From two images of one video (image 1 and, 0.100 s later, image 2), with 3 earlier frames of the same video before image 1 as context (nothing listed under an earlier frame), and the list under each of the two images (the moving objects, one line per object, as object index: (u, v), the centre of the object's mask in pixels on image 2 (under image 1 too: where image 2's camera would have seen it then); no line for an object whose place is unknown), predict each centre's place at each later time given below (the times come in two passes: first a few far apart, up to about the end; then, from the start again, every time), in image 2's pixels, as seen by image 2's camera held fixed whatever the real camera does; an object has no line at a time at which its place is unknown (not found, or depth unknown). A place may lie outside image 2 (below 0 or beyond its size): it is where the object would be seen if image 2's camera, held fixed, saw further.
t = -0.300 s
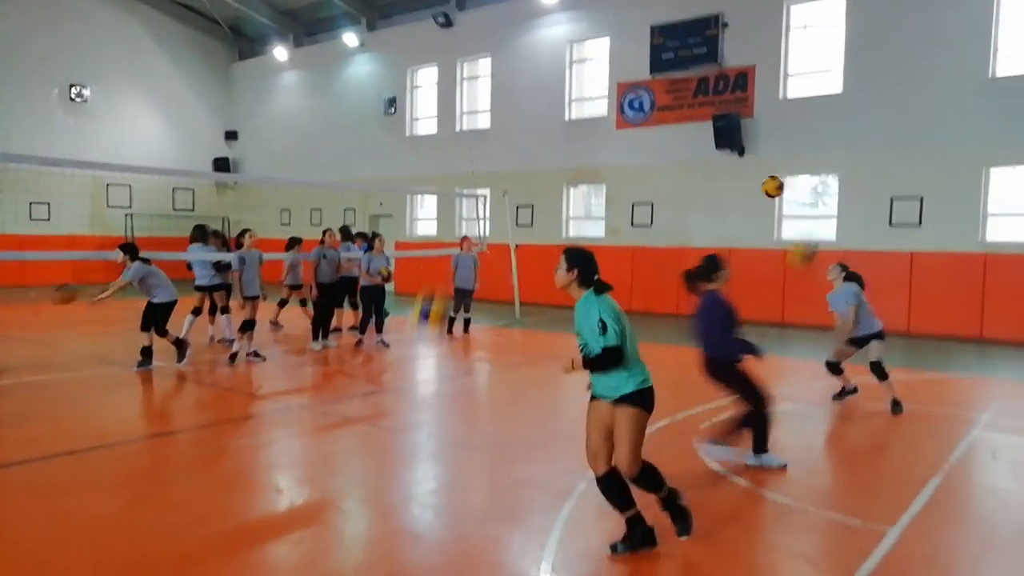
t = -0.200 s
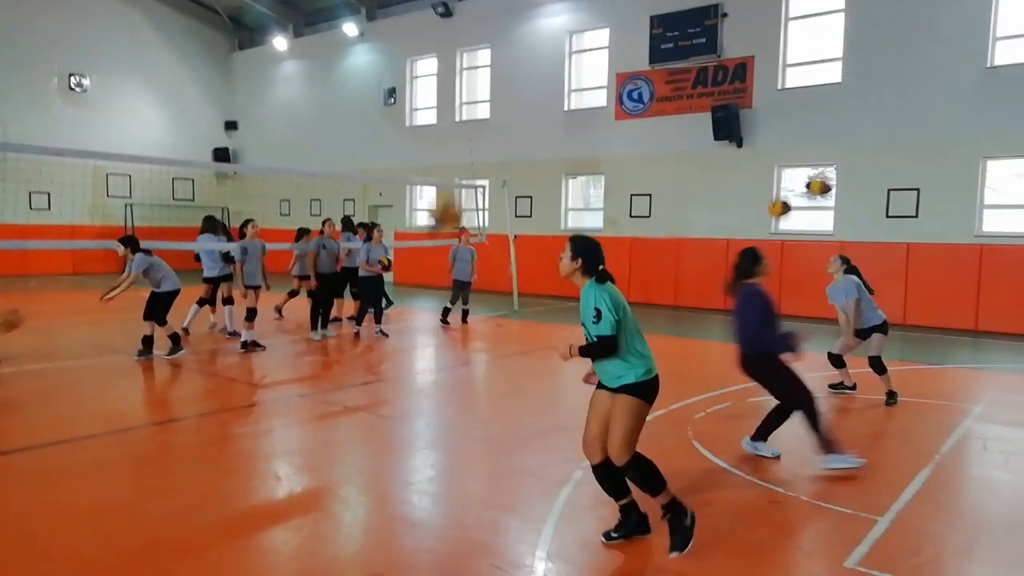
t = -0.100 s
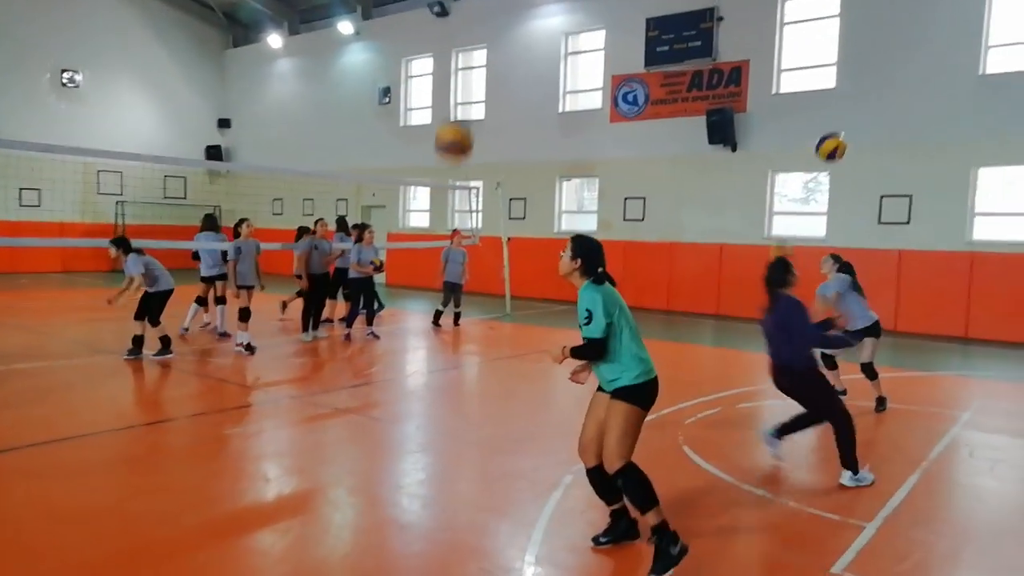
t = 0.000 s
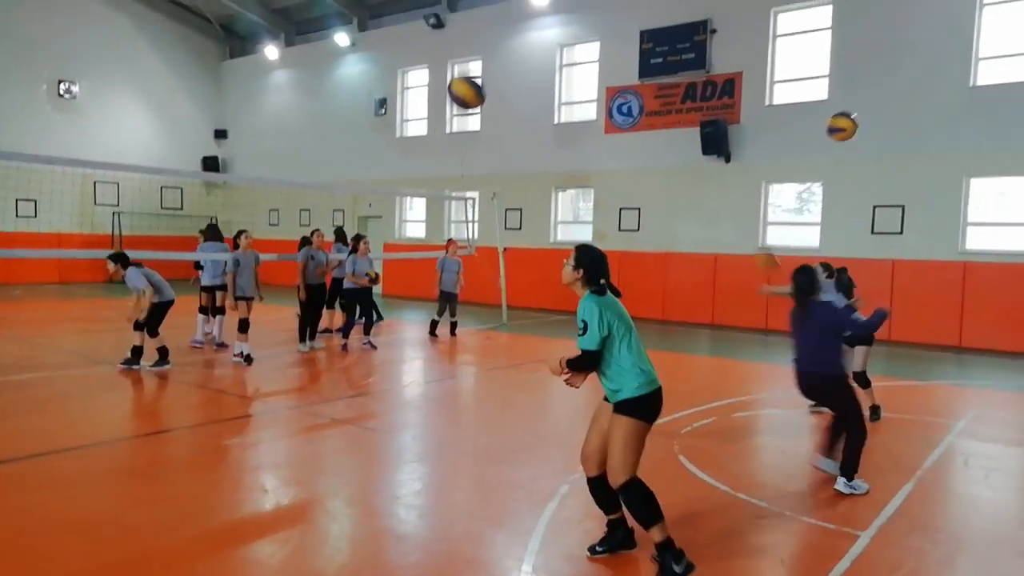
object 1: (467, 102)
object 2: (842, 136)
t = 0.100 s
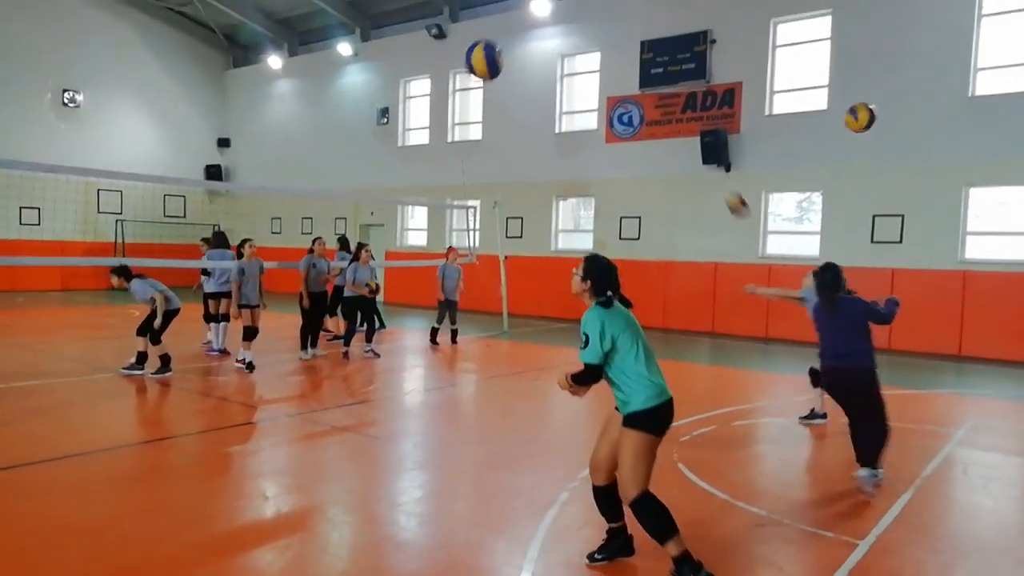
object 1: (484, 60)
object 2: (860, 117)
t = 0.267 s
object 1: (509, 32)
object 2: (890, 116)
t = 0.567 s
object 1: (551, 112)
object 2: (940, 214)
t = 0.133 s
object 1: (489, 50)
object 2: (866, 114)
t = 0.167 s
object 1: (494, 43)
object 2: (873, 112)
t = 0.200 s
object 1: (499, 37)
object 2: (879, 112)
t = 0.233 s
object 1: (504, 33)
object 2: (885, 113)
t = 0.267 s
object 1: (509, 32)
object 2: (890, 116)
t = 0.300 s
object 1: (514, 33)
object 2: (897, 121)
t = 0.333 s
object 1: (520, 33)
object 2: (903, 127)
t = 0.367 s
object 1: (524, 38)
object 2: (908, 135)
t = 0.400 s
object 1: (528, 44)
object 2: (914, 144)
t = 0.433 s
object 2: (919, 155)
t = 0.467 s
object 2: (924, 167)
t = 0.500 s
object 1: (543, 79)
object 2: (930, 181)
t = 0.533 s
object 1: (547, 94)
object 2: (934, 197)
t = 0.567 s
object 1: (551, 112)
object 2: (940, 214)
